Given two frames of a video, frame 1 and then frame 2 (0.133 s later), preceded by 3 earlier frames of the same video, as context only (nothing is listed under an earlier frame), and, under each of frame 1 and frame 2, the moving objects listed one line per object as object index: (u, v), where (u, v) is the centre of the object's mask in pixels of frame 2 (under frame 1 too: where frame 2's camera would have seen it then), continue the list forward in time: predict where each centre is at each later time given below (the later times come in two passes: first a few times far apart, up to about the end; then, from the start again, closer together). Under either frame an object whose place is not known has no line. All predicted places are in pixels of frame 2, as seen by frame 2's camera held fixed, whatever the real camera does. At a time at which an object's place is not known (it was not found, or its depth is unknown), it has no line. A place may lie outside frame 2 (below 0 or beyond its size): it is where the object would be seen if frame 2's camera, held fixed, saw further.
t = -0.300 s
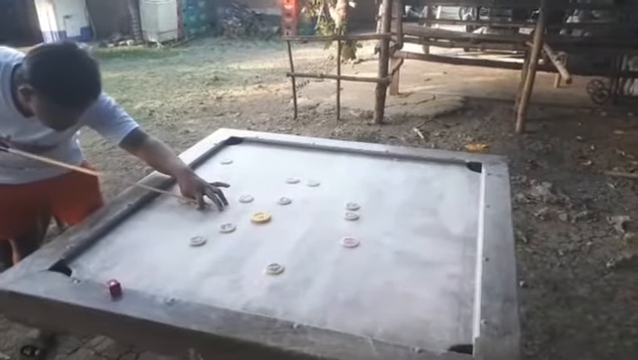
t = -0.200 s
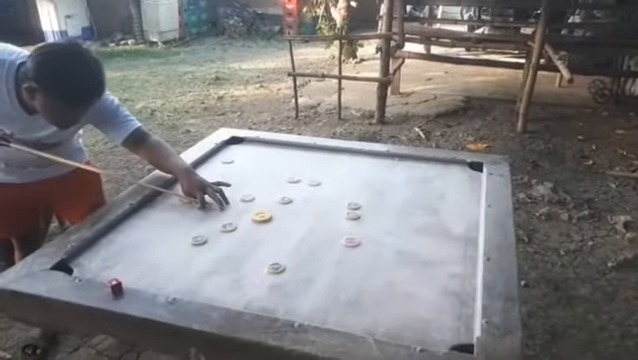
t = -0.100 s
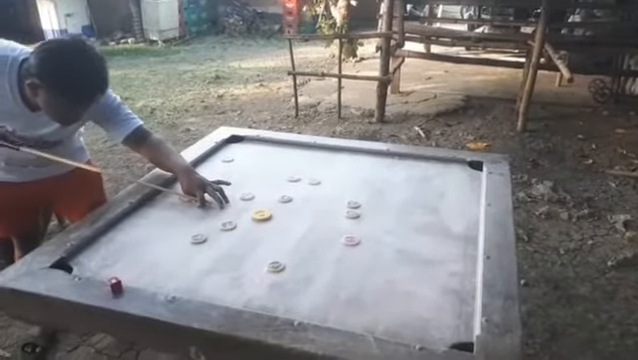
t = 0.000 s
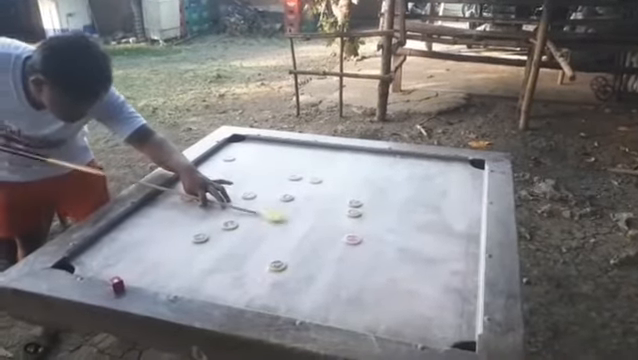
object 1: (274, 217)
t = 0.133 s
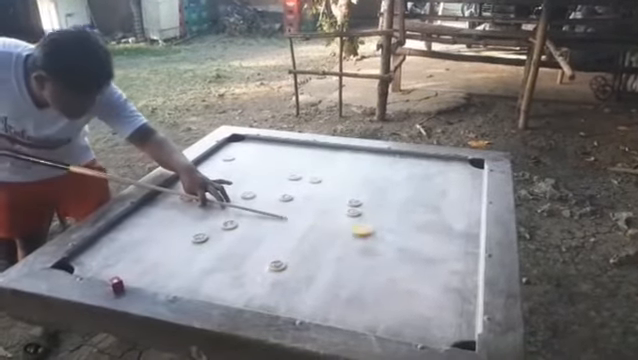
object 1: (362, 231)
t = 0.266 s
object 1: (433, 234)
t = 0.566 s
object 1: (417, 223)
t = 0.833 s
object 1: (387, 214)
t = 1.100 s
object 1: (386, 213)
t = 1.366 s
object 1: (386, 213)
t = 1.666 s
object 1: (386, 213)
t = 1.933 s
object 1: (386, 213)
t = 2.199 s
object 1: (385, 212)
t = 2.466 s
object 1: (385, 212)
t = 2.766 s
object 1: (385, 212)
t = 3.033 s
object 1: (385, 212)
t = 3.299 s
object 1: (385, 212)
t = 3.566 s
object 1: (385, 212)
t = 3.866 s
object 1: (385, 212)
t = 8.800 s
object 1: (386, 215)
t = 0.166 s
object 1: (380, 232)
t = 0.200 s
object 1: (398, 233)
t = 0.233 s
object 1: (416, 233)
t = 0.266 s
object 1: (433, 234)
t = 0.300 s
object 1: (450, 235)
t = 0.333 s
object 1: (466, 236)
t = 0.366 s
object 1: (462, 234)
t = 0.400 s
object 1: (453, 232)
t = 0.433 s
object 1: (444, 230)
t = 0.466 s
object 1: (435, 227)
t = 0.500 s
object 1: (428, 225)
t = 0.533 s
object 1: (423, 225)
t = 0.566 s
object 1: (417, 223)
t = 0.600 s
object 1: (410, 221)
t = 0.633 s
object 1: (406, 219)
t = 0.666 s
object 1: (401, 218)
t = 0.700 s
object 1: (396, 217)
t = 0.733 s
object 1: (393, 216)
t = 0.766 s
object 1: (391, 215)
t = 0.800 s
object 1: (388, 214)
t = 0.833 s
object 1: (387, 214)
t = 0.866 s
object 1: (386, 213)
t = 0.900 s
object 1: (386, 214)
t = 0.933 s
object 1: (386, 213)
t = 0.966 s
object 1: (386, 213)
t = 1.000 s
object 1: (386, 213)
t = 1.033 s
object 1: (386, 213)
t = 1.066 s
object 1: (386, 213)
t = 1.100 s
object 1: (386, 213)
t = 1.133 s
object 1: (386, 213)
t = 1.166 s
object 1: (386, 213)
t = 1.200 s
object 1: (386, 213)
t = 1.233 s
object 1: (386, 213)
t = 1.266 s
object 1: (386, 213)
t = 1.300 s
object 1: (386, 213)
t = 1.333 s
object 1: (386, 213)
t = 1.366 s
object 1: (386, 213)
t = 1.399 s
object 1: (386, 213)
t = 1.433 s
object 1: (386, 213)
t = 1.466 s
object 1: (386, 213)
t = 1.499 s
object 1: (385, 213)
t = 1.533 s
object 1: (386, 213)
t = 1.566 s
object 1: (385, 213)
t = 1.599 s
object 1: (385, 213)
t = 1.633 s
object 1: (386, 213)
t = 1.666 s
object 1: (386, 213)
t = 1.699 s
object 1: (386, 213)
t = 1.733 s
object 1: (386, 213)
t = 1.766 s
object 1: (386, 213)
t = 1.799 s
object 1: (386, 213)
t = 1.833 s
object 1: (386, 213)
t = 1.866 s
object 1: (385, 213)
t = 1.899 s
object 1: (386, 213)
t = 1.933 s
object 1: (386, 213)
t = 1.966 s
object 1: (386, 213)
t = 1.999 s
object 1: (385, 213)
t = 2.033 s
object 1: (385, 212)
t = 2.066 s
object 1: (385, 212)
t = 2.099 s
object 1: (385, 213)
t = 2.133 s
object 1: (385, 212)
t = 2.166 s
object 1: (386, 213)
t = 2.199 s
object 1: (385, 212)
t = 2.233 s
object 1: (385, 213)
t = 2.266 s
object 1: (385, 212)
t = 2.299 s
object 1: (385, 212)
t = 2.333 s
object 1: (385, 212)
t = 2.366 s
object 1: (386, 212)
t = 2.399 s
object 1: (386, 212)
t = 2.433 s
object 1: (386, 212)
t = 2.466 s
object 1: (385, 212)
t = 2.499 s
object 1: (386, 212)
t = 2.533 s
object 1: (386, 212)
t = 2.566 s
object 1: (386, 212)
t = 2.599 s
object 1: (385, 212)
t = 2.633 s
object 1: (385, 212)
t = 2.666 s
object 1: (385, 212)
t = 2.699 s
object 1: (385, 212)
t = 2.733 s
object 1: (385, 212)
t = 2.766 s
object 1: (385, 212)
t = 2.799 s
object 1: (385, 212)
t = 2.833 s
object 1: (385, 212)
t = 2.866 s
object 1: (385, 212)
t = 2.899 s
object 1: (385, 212)
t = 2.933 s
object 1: (385, 212)
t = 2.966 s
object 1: (386, 212)
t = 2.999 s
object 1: (385, 212)
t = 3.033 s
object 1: (385, 212)
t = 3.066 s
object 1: (385, 212)
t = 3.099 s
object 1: (385, 212)
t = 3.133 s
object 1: (385, 212)
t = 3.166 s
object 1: (385, 213)
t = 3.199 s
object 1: (385, 212)
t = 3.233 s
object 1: (385, 212)
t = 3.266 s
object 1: (385, 212)
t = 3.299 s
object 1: (385, 212)
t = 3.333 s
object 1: (385, 212)
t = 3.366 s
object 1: (385, 213)
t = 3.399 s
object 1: (385, 212)
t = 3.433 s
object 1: (385, 212)
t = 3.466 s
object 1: (385, 212)
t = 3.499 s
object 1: (385, 212)
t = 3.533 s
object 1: (385, 212)
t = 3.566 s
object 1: (385, 212)
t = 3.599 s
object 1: (385, 212)
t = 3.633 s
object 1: (385, 212)
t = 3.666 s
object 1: (385, 212)
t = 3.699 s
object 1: (385, 212)
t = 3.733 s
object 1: (385, 212)
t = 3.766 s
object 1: (385, 212)
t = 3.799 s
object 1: (386, 212)
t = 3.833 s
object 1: (385, 212)
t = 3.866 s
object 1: (385, 212)
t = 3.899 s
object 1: (385, 212)
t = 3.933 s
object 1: (385, 213)
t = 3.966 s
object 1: (385, 212)
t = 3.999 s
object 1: (385, 212)
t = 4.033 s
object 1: (385, 212)
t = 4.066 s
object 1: (385, 212)
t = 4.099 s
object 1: (385, 212)
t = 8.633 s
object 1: (384, 215)
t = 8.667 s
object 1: (384, 215)
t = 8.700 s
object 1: (385, 215)
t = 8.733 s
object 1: (385, 215)
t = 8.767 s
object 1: (386, 216)
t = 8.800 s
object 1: (386, 215)
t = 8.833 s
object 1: (386, 215)
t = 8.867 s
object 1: (386, 215)
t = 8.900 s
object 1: (385, 215)
